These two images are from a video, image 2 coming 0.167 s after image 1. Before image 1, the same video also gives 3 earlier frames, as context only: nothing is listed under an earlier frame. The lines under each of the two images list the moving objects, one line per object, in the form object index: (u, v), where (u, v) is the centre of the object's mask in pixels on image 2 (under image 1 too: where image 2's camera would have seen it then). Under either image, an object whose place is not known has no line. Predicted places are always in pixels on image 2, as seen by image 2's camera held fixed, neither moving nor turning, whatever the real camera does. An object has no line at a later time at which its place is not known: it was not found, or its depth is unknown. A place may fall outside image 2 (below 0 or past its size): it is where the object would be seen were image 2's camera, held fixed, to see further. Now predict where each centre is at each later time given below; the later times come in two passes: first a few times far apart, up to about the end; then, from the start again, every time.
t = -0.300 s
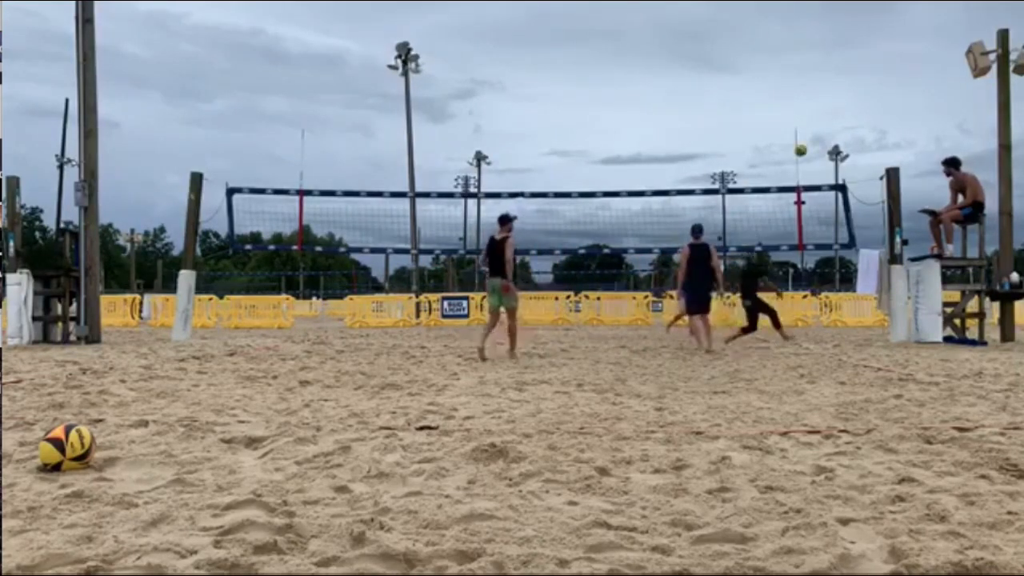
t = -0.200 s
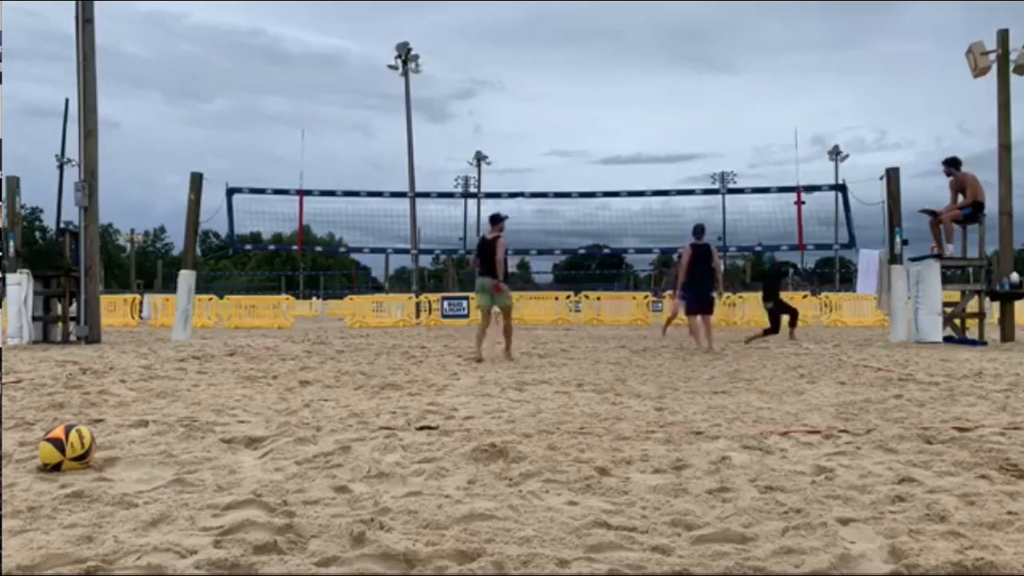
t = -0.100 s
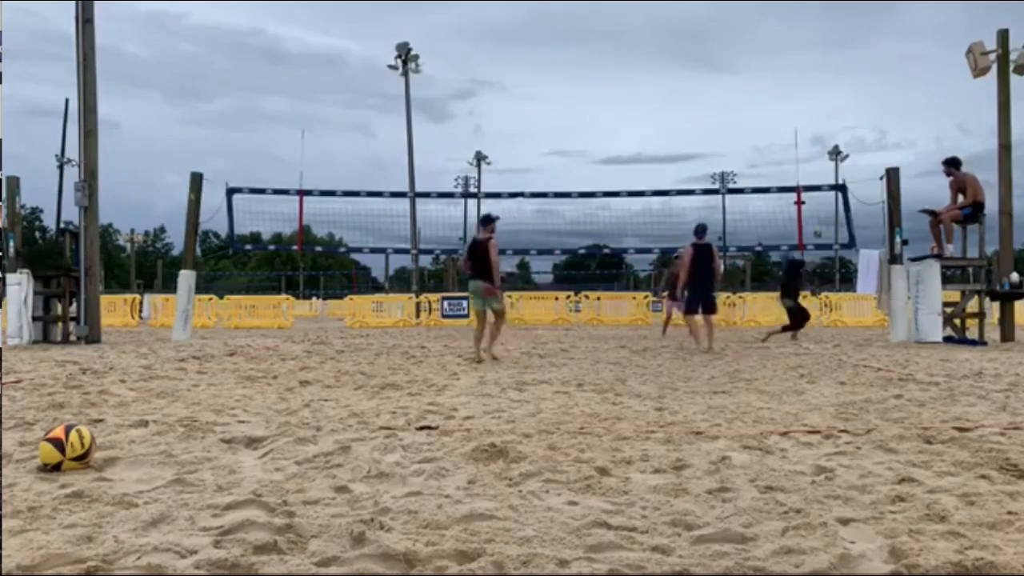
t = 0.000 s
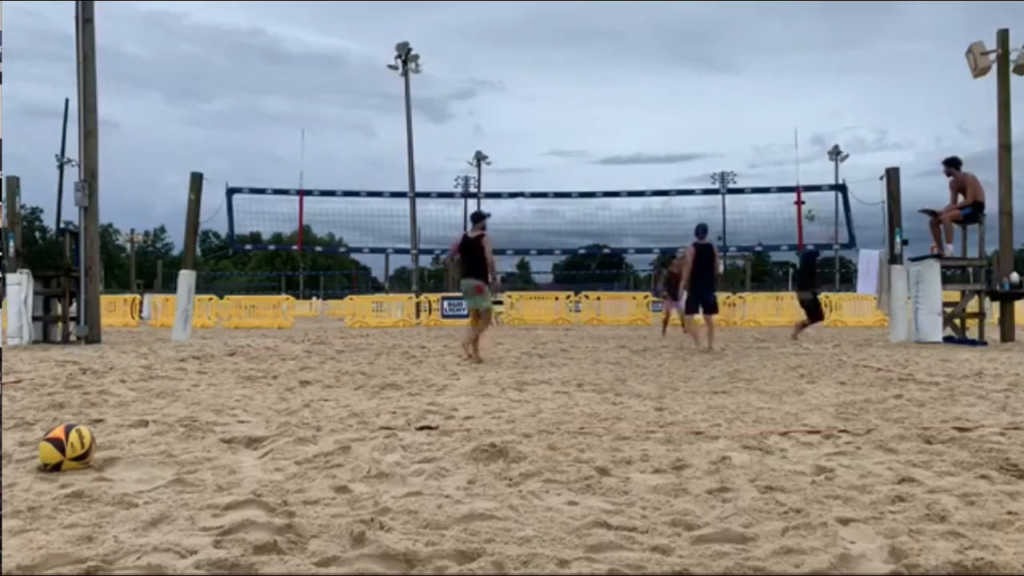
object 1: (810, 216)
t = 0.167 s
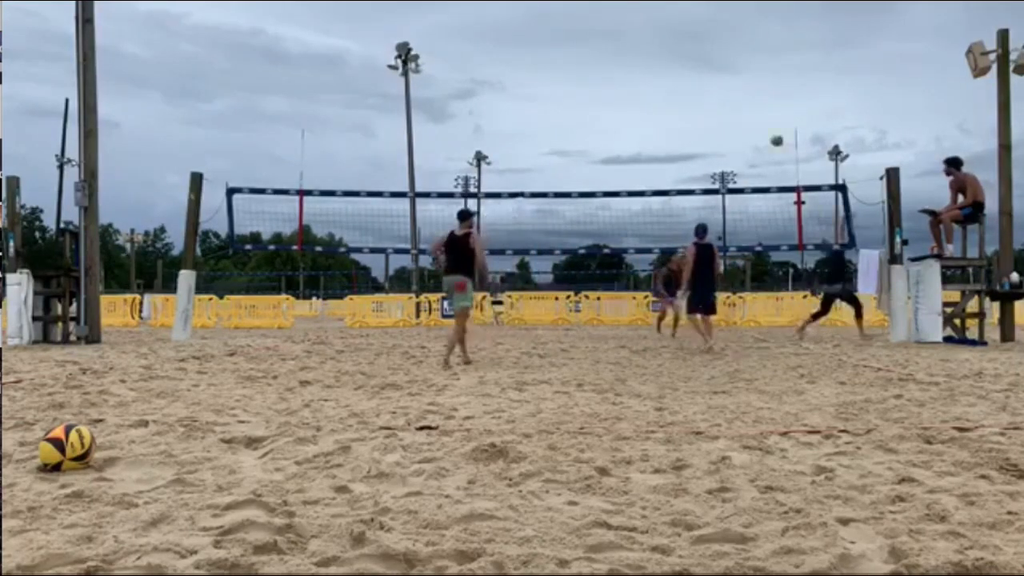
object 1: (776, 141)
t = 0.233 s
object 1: (764, 116)
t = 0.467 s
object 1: (719, 52)
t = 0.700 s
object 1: (677, 21)
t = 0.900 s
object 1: (642, 19)
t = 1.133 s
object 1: (604, 43)
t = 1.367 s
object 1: (569, 94)
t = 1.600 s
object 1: (537, 170)
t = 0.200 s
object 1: (770, 128)
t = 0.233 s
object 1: (764, 116)
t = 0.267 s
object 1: (757, 104)
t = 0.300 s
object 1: (751, 94)
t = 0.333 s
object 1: (744, 84)
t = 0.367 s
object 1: (738, 75)
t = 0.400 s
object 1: (731, 67)
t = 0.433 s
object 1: (725, 59)
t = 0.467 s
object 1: (719, 52)
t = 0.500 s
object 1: (713, 46)
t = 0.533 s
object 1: (707, 40)
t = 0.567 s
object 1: (700, 35)
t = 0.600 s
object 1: (695, 31)
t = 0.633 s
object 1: (689, 27)
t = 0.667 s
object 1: (683, 24)
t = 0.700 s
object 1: (677, 21)
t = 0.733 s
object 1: (671, 19)
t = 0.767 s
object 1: (665, 18)
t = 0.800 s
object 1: (659, 17)
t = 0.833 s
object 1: (653, 17)
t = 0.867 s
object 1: (647, 18)
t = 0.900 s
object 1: (642, 19)
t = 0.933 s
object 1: (637, 21)
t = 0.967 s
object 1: (631, 23)
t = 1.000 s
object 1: (625, 26)
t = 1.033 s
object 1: (620, 30)
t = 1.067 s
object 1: (614, 34)
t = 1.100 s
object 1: (609, 38)
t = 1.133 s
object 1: (604, 43)
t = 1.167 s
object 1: (599, 49)
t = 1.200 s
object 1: (594, 55)
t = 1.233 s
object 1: (589, 62)
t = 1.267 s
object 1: (583, 70)
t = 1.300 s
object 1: (578, 77)
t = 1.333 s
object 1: (574, 85)
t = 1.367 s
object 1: (569, 94)
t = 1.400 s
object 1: (564, 104)
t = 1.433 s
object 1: (559, 114)
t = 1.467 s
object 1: (555, 124)
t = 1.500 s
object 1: (550, 135)
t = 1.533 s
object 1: (546, 146)
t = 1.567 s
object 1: (541, 158)
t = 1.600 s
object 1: (537, 170)
